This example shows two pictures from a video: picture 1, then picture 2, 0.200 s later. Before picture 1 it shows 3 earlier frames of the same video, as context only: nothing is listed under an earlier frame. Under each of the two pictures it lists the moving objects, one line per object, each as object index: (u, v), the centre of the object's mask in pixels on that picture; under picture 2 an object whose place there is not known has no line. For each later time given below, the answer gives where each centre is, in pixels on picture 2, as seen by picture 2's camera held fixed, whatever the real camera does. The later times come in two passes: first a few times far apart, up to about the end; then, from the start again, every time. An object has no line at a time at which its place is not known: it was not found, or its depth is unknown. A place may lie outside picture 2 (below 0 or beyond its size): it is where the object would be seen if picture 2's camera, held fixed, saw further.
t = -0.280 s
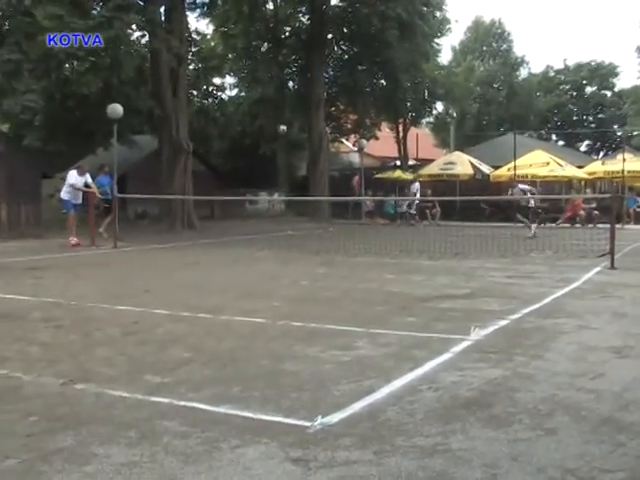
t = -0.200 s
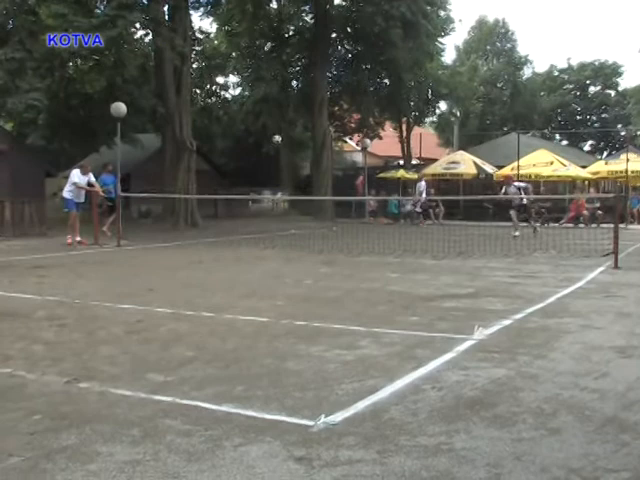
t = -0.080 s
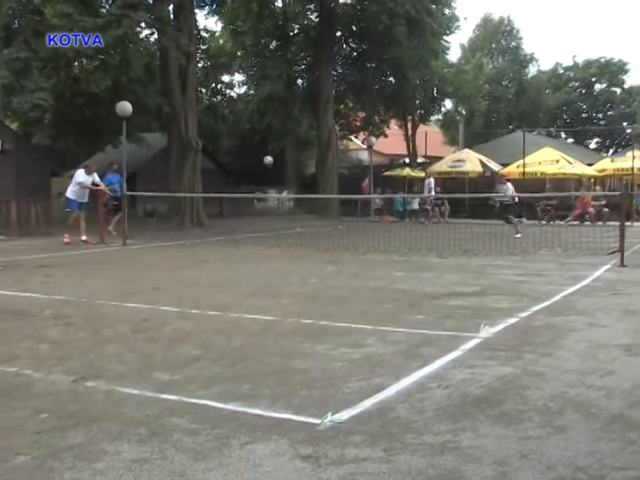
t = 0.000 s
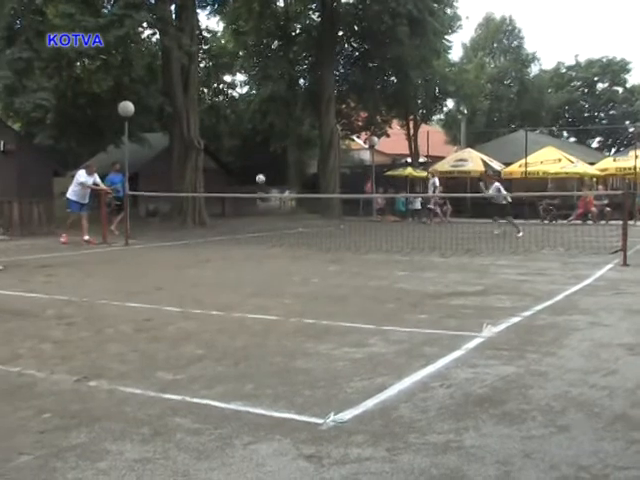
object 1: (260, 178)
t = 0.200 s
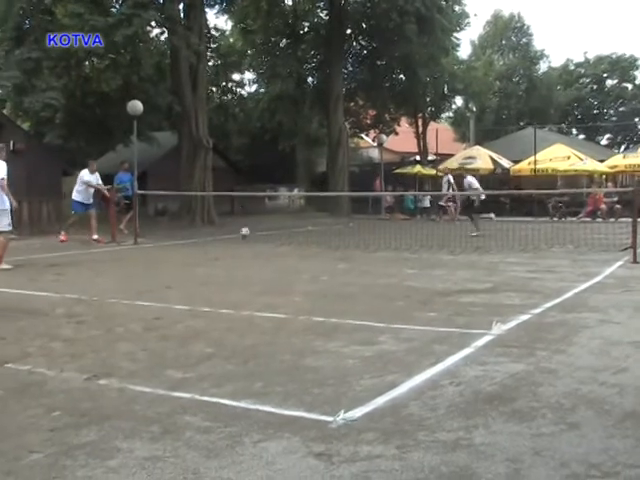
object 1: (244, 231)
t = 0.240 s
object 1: (243, 221)
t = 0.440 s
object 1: (231, 179)
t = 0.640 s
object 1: (221, 154)
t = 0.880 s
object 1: (206, 148)
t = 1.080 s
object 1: (194, 164)
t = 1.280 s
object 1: (182, 205)
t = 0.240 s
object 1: (243, 221)
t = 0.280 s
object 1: (240, 212)
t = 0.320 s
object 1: (238, 202)
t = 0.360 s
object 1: (236, 194)
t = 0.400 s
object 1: (234, 186)
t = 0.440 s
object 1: (231, 179)
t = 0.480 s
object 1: (230, 173)
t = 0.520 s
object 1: (227, 167)
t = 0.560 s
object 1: (225, 162)
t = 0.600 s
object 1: (223, 158)
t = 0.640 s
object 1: (221, 154)
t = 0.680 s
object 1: (218, 152)
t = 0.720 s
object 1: (216, 149)
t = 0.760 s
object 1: (214, 148)
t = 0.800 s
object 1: (212, 147)
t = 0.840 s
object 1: (209, 146)
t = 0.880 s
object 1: (206, 148)
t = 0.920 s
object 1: (204, 149)
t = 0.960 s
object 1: (201, 152)
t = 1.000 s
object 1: (199, 155)
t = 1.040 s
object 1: (197, 160)
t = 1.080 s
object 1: (194, 164)
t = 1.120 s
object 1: (192, 171)
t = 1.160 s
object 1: (189, 178)
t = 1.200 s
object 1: (187, 185)
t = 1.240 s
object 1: (185, 195)
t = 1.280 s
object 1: (182, 205)
